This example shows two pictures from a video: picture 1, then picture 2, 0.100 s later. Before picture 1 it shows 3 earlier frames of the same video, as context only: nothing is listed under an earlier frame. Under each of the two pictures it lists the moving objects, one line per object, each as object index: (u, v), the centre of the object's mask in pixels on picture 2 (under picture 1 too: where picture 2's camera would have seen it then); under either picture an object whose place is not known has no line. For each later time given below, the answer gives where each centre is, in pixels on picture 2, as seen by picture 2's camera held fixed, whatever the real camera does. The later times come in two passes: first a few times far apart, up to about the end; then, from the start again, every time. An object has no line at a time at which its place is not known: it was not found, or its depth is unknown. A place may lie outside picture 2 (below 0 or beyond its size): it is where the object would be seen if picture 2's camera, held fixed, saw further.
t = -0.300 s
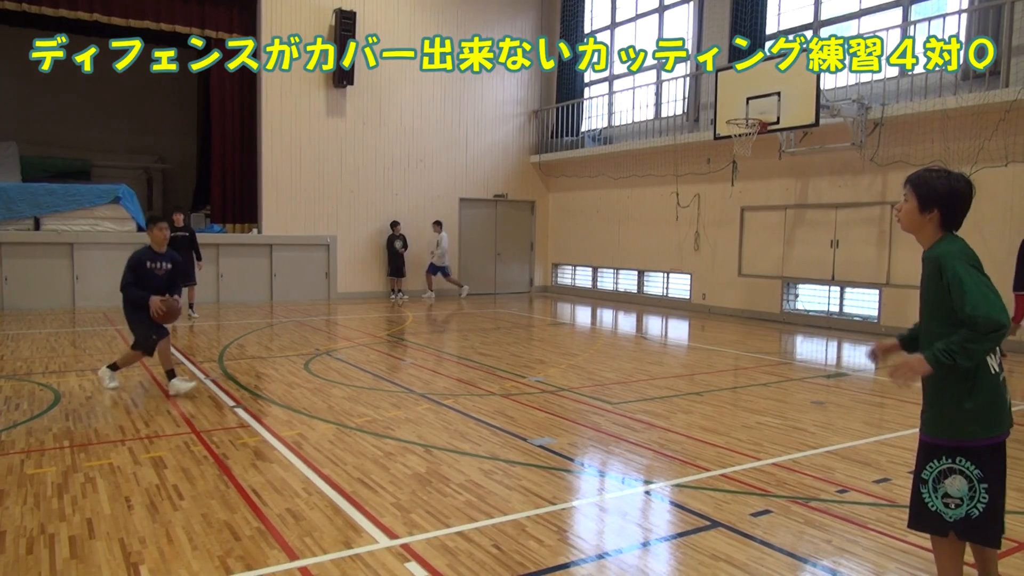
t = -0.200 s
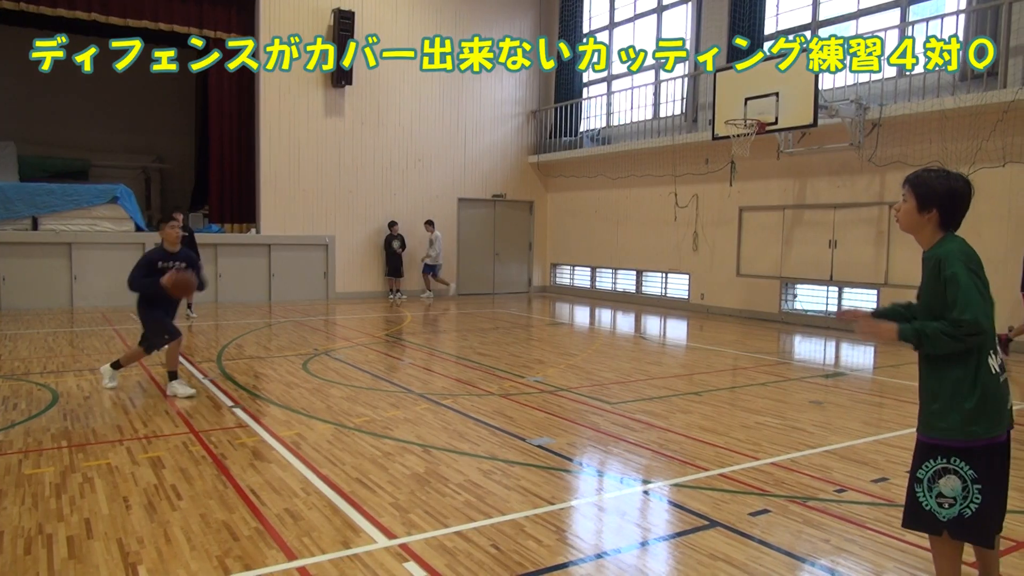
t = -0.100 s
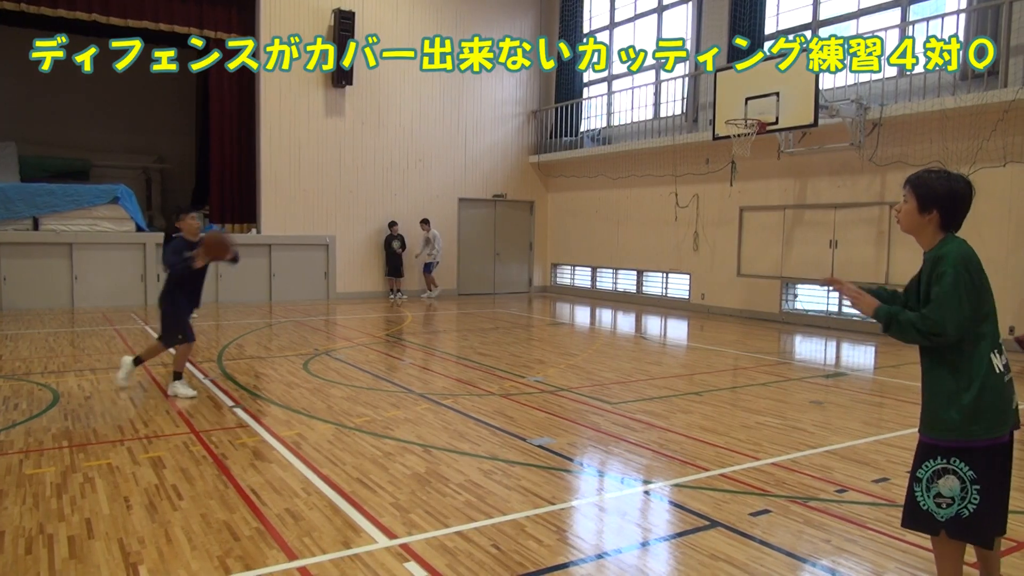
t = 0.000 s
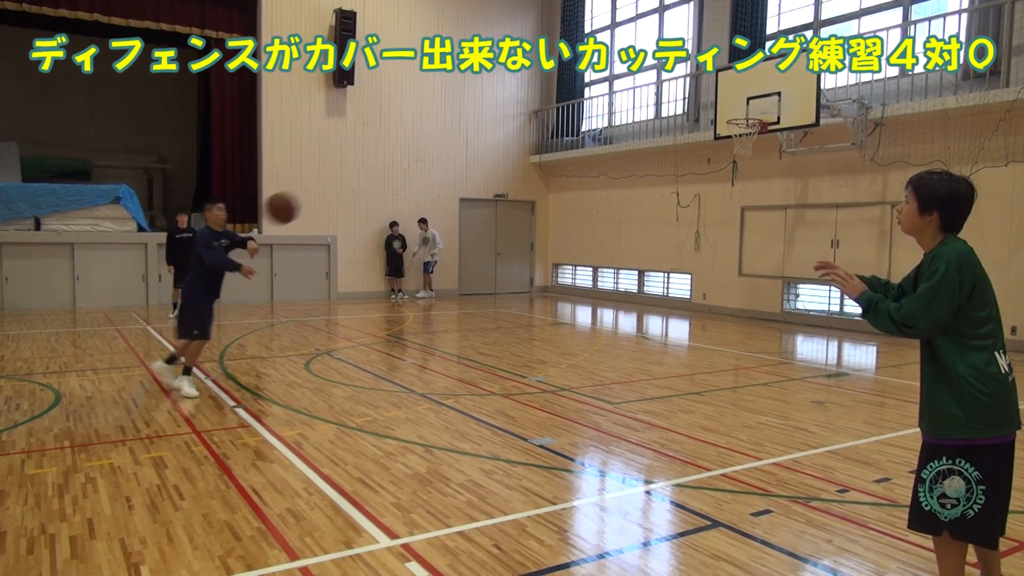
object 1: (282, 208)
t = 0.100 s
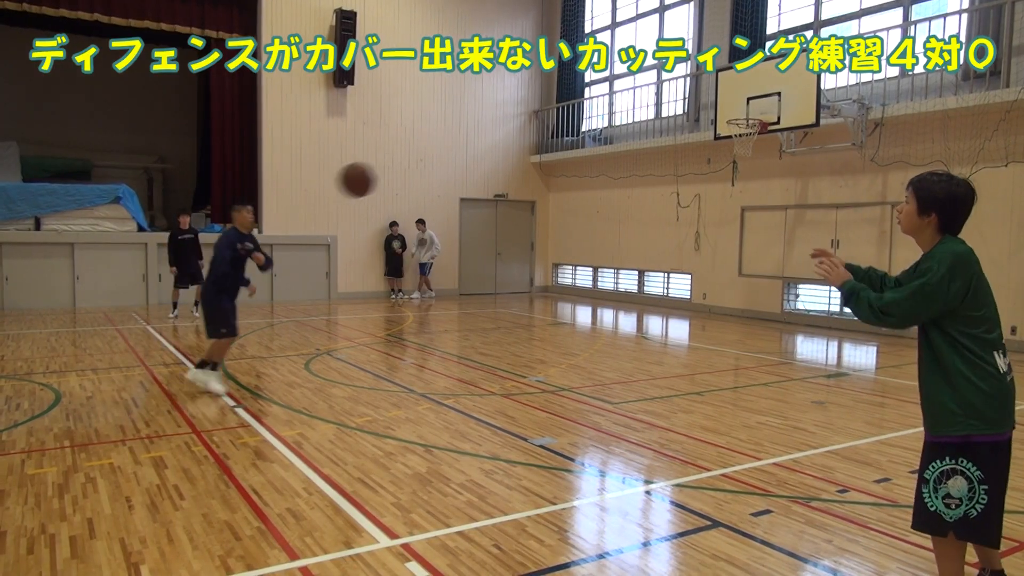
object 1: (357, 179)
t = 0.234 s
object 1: (482, 156)
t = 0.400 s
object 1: (695, 163)
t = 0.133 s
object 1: (386, 172)
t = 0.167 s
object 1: (415, 166)
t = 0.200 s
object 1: (447, 160)
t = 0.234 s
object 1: (482, 156)
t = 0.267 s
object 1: (517, 154)
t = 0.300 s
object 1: (558, 153)
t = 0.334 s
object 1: (601, 155)
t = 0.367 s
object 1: (645, 157)
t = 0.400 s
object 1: (695, 163)
